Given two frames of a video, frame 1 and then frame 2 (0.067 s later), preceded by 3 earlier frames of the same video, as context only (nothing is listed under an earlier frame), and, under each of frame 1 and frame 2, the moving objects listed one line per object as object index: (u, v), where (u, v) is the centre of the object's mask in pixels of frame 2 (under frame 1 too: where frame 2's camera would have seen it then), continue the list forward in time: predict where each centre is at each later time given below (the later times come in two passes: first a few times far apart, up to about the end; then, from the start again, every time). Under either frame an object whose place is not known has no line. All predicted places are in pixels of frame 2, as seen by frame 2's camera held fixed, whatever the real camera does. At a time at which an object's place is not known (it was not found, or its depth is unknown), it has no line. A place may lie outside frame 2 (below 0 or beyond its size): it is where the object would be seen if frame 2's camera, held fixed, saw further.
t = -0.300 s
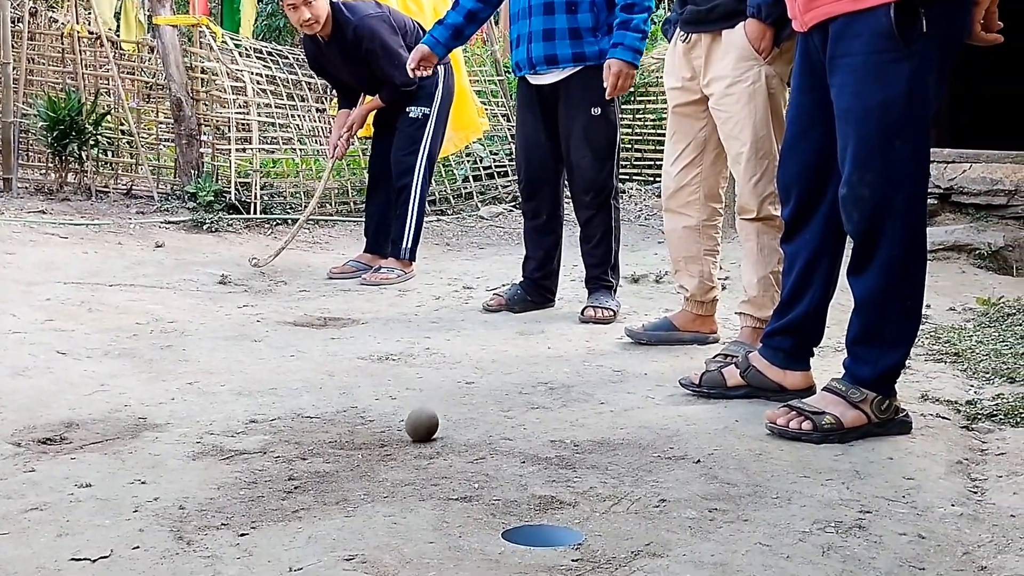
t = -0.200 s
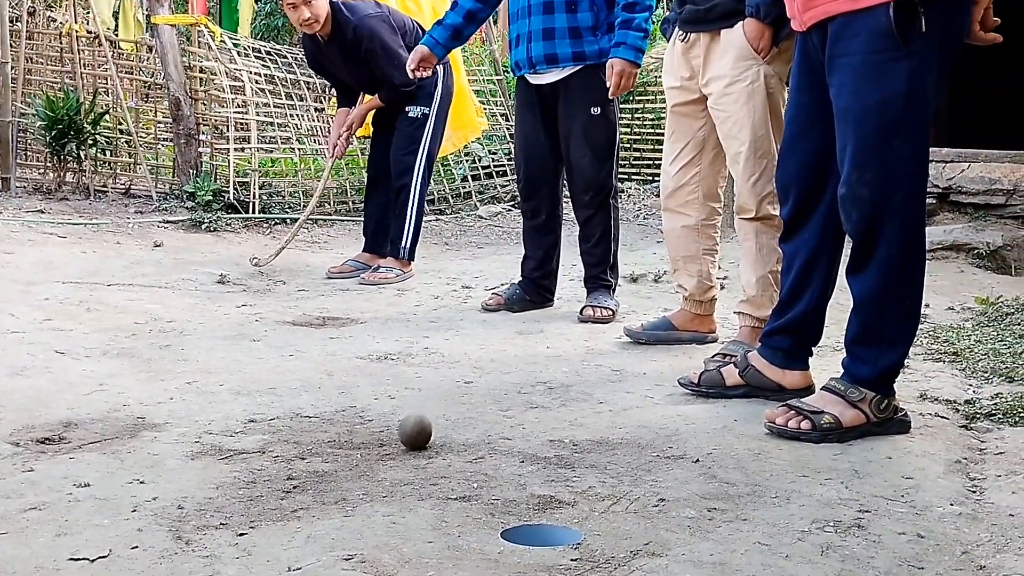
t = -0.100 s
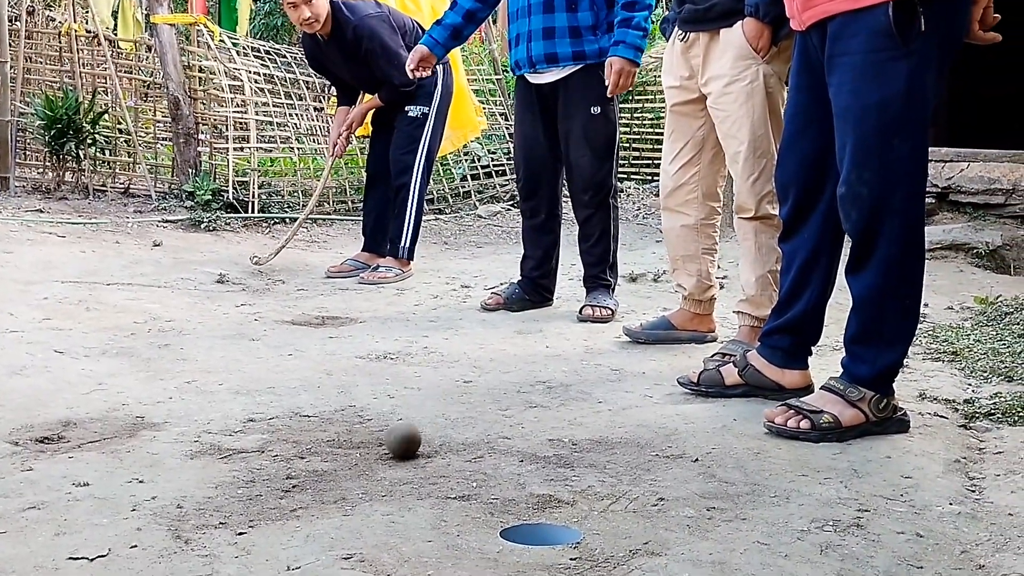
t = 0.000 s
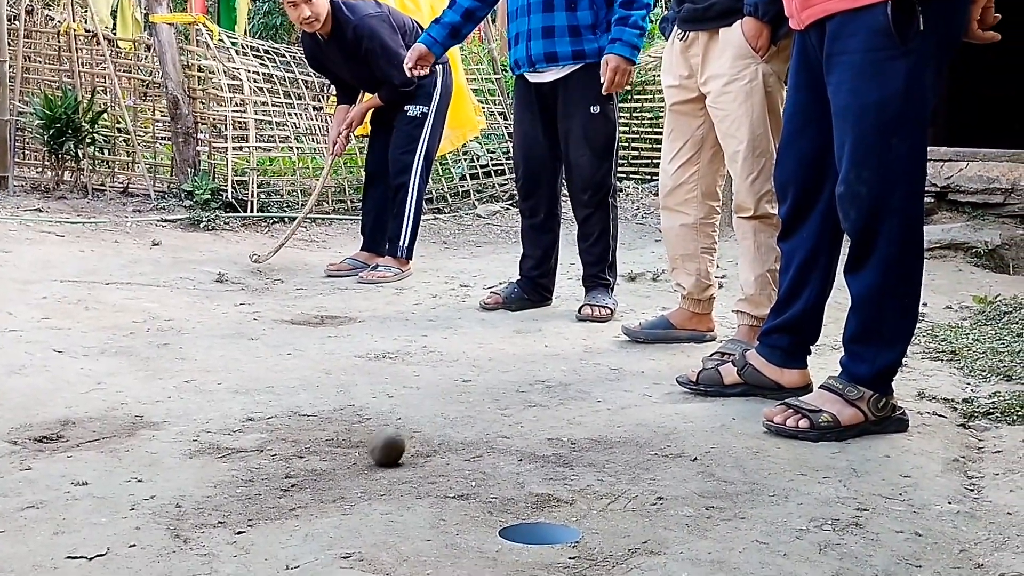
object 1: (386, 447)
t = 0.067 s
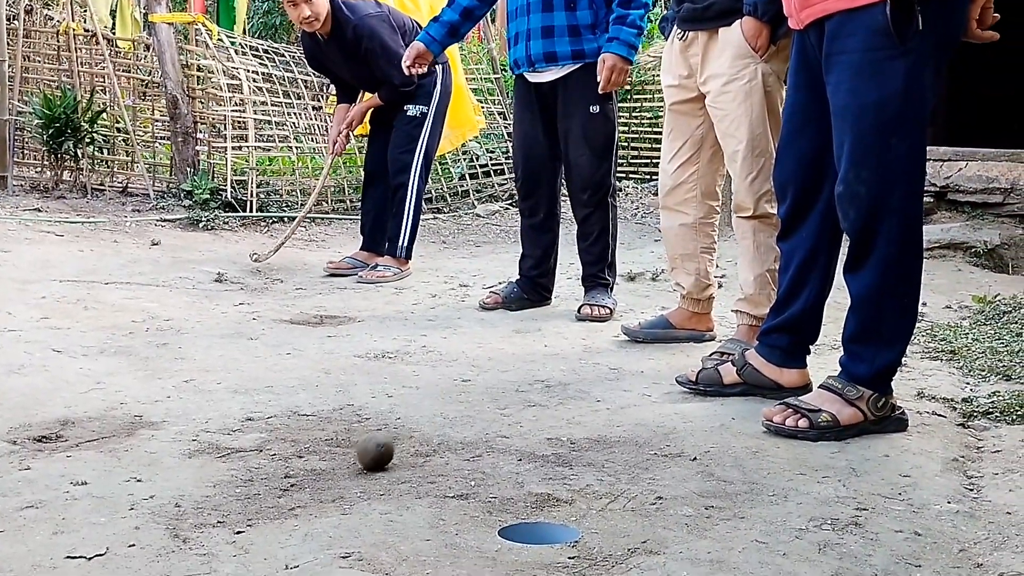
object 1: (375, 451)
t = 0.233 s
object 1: (354, 460)
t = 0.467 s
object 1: (320, 470)
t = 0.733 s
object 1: (287, 473)
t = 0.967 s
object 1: (300, 471)
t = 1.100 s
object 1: (299, 474)
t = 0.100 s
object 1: (370, 453)
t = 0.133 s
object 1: (366, 455)
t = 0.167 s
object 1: (361, 457)
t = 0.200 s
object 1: (358, 458)
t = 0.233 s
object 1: (354, 460)
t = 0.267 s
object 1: (350, 462)
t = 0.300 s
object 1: (346, 464)
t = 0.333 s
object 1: (341, 465)
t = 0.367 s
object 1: (337, 467)
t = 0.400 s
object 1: (332, 468)
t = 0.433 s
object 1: (326, 469)
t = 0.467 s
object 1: (320, 470)
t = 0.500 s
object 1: (316, 471)
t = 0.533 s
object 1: (310, 472)
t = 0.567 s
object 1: (306, 473)
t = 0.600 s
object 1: (301, 474)
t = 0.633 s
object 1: (296, 474)
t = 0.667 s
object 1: (291, 474)
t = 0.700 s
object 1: (288, 473)
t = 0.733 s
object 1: (287, 473)
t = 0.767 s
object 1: (288, 472)
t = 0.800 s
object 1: (289, 473)
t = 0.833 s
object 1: (291, 473)
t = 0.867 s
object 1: (294, 472)
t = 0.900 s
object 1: (296, 472)
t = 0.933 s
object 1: (299, 472)
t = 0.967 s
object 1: (300, 471)
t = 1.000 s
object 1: (301, 471)
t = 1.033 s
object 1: (301, 473)
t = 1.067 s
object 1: (300, 473)
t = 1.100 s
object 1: (299, 474)
